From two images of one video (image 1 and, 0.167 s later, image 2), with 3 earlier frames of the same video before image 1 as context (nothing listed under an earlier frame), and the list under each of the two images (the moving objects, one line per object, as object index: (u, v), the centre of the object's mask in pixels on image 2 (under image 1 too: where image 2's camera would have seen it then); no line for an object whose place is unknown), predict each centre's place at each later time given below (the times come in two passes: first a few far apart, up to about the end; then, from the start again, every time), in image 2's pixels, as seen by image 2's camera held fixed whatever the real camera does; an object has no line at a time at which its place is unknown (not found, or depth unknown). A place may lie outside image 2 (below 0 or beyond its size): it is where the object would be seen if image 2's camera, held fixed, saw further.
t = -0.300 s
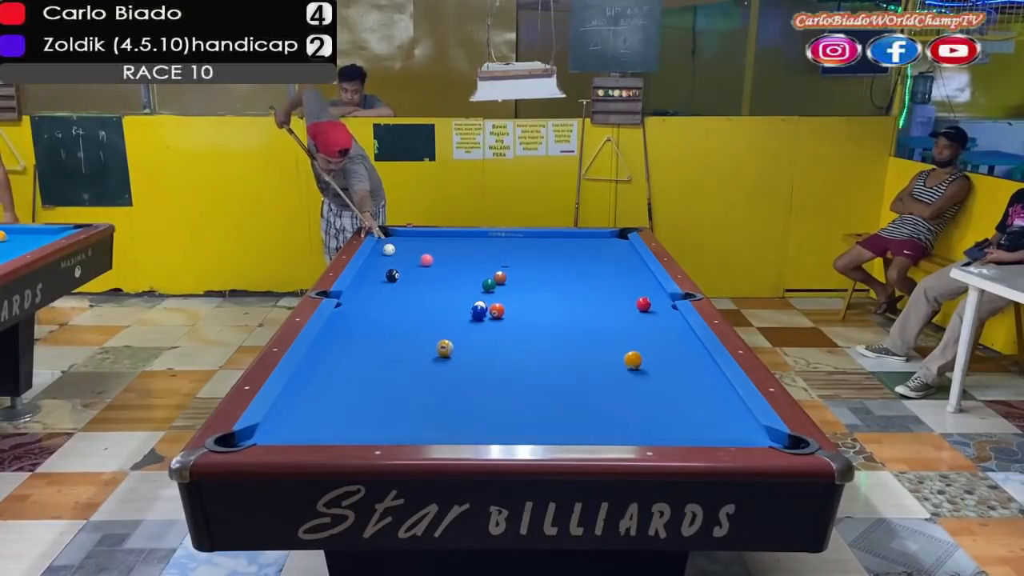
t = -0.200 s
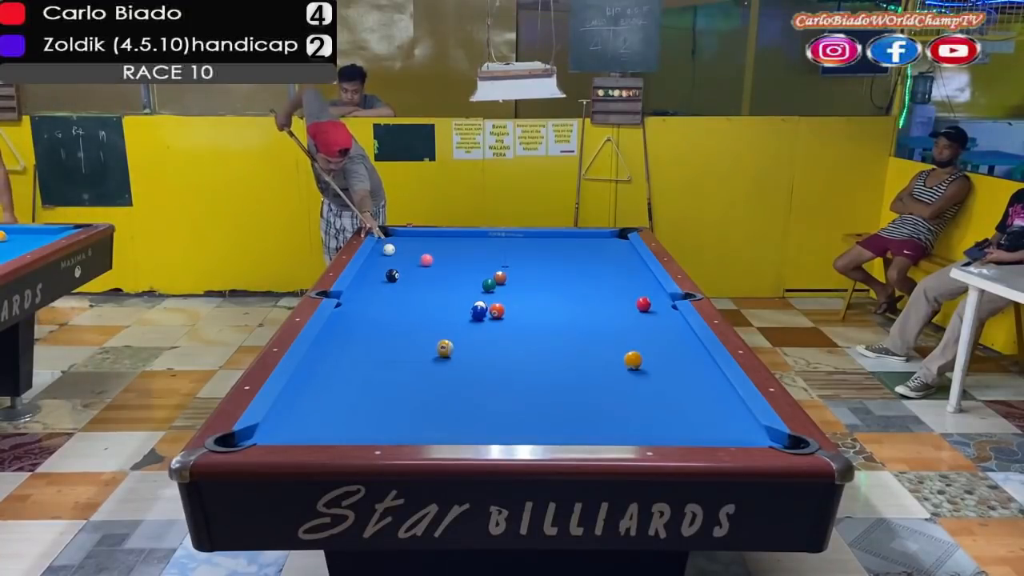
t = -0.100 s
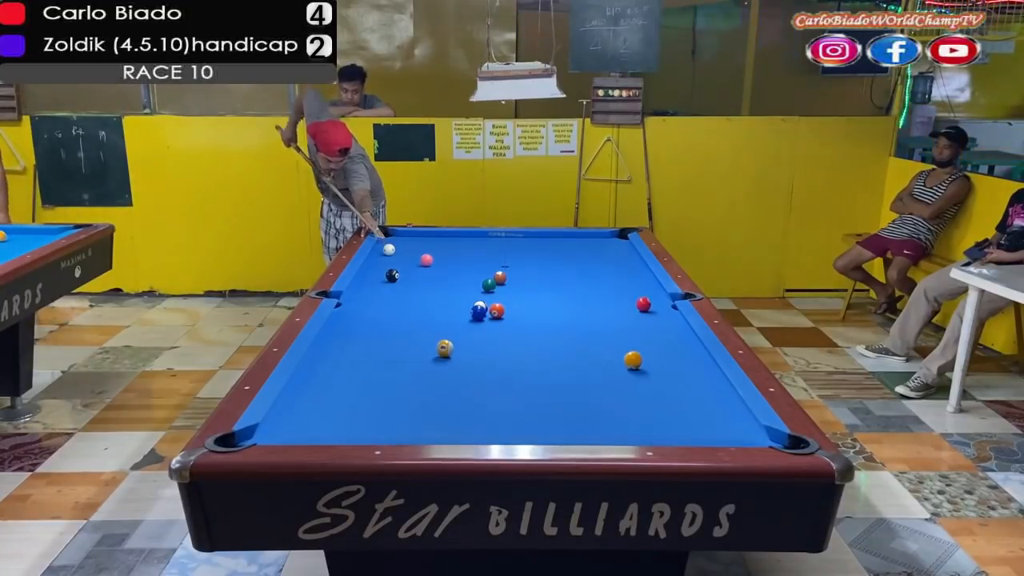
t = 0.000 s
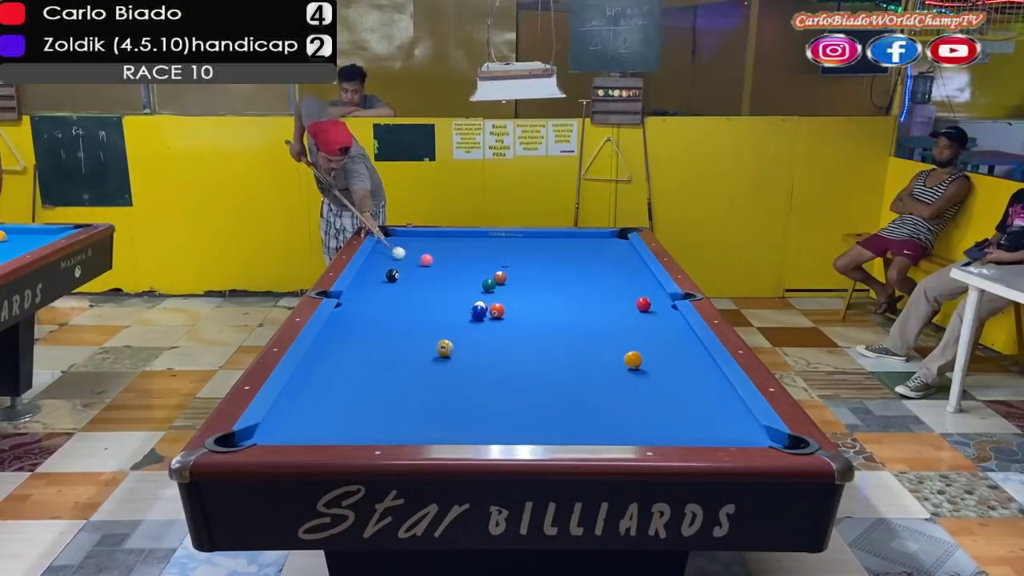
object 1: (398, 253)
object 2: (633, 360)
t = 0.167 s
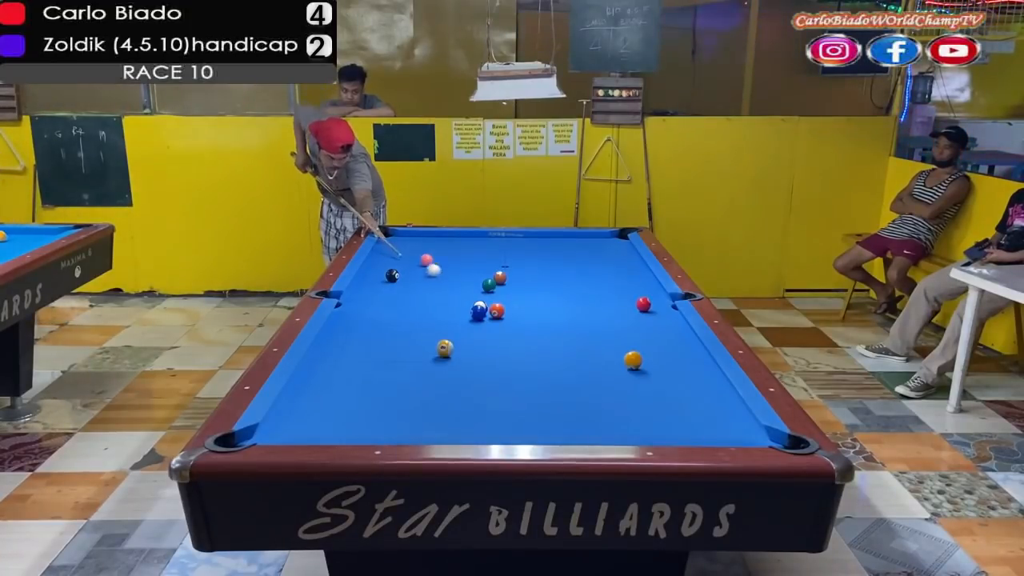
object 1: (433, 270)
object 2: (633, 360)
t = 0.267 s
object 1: (454, 279)
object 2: (633, 360)
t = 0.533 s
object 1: (517, 306)
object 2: (633, 360)
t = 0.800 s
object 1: (594, 338)
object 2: (633, 360)
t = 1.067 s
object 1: (683, 358)
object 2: (637, 379)
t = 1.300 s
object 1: (679, 362)
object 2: (642, 405)
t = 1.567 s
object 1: (643, 364)
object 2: (647, 430)
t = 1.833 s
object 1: (609, 365)
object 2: (635, 415)
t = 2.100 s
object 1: (577, 366)
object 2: (625, 400)
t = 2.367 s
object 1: (547, 368)
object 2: (617, 386)
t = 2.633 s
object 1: (518, 369)
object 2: (610, 374)
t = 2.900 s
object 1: (491, 370)
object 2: (603, 364)
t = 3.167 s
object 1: (466, 371)
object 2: (598, 354)
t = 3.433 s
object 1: (443, 372)
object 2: (593, 347)
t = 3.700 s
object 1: (422, 373)
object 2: (589, 340)
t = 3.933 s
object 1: (405, 374)
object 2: (585, 334)
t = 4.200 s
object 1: (387, 374)
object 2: (582, 329)
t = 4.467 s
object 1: (372, 375)
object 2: (579, 325)
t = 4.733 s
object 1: (359, 375)
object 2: (576, 321)
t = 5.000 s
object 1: (348, 376)
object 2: (573, 317)
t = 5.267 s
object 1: (339, 376)
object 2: (571, 315)
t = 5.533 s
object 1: (332, 376)
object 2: (569, 313)
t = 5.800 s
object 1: (327, 376)
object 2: (568, 311)
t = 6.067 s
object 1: (324, 376)
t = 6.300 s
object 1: (324, 376)
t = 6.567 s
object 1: (324, 376)
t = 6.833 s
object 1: (324, 376)
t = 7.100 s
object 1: (324, 376)
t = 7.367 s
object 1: (324, 376)
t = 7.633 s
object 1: (323, 376)
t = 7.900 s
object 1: (324, 376)
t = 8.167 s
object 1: (324, 376)
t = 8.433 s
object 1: (324, 376)
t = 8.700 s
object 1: (324, 376)
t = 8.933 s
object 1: (324, 376)
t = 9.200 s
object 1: (324, 376)
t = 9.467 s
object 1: (324, 376)
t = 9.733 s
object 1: (324, 376)
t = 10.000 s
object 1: (324, 376)
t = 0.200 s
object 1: (440, 273)
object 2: (633, 360)
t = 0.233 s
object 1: (447, 276)
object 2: (633, 360)
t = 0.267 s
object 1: (454, 279)
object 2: (633, 360)
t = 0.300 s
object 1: (462, 282)
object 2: (633, 360)
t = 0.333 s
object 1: (468, 285)
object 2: (633, 360)
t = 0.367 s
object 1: (476, 289)
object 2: (633, 360)
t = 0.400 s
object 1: (484, 292)
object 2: (633, 360)
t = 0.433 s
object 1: (492, 295)
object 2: (633, 360)
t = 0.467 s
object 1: (500, 297)
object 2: (633, 360)
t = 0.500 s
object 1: (509, 302)
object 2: (633, 360)
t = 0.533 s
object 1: (517, 306)
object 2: (633, 360)
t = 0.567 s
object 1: (526, 310)
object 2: (633, 360)
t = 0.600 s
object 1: (534, 314)
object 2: (633, 360)
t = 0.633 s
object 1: (544, 317)
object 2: (633, 360)
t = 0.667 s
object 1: (553, 321)
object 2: (633, 360)
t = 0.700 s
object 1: (563, 326)
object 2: (633, 360)
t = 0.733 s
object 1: (573, 330)
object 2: (633, 360)
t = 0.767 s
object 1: (583, 334)
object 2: (633, 360)
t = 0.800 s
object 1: (594, 338)
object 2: (633, 360)
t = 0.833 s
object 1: (604, 343)
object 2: (633, 360)
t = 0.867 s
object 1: (615, 348)
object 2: (633, 360)
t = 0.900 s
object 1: (625, 349)
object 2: (633, 360)
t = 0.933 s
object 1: (639, 352)
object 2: (633, 363)
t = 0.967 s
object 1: (649, 354)
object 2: (634, 367)
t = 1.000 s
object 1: (660, 356)
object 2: (635, 371)
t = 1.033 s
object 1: (672, 357)
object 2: (636, 375)
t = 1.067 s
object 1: (683, 358)
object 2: (637, 379)
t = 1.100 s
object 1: (694, 360)
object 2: (637, 383)
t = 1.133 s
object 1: (705, 361)
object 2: (638, 386)
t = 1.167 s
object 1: (701, 362)
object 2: (638, 390)
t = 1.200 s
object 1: (694, 362)
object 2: (639, 394)
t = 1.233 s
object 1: (688, 362)
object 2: (640, 397)
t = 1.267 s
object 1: (683, 362)
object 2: (641, 401)
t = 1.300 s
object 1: (679, 362)
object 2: (642, 405)
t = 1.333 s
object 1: (674, 362)
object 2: (642, 409)
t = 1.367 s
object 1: (669, 363)
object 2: (643, 413)
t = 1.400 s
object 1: (665, 363)
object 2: (644, 418)
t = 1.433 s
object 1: (661, 363)
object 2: (645, 422)
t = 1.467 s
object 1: (656, 363)
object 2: (646, 425)
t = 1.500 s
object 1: (652, 363)
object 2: (646, 428)
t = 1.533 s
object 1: (647, 364)
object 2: (647, 431)
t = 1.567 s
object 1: (643, 364)
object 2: (647, 430)
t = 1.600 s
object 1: (639, 364)
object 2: (645, 429)
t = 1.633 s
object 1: (635, 364)
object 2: (643, 427)
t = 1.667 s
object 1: (630, 364)
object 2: (642, 426)
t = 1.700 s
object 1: (626, 364)
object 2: (640, 424)
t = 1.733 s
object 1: (622, 365)
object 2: (639, 422)
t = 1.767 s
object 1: (617, 365)
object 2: (638, 420)
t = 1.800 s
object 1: (613, 365)
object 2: (636, 418)
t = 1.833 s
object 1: (609, 365)
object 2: (635, 415)
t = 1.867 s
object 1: (605, 365)
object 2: (634, 413)
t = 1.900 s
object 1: (601, 366)
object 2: (632, 411)
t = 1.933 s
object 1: (597, 366)
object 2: (631, 409)
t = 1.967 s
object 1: (593, 366)
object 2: (630, 407)
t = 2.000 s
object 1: (589, 366)
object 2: (629, 405)
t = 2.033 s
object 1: (585, 366)
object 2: (627, 403)
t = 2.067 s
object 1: (581, 366)
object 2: (626, 401)
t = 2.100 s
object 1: (577, 366)
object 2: (625, 400)
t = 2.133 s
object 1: (573, 367)
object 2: (624, 398)
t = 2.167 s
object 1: (569, 367)
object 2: (623, 396)
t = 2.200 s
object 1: (565, 367)
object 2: (622, 394)
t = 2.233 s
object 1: (562, 367)
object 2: (621, 392)
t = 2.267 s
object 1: (558, 367)
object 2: (620, 391)
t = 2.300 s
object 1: (554, 368)
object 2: (619, 389)
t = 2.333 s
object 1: (550, 368)
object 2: (618, 387)
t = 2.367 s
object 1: (547, 368)
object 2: (617, 386)
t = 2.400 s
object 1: (543, 368)
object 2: (616, 384)
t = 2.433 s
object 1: (539, 368)
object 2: (615, 383)
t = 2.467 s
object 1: (536, 369)
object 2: (614, 381)
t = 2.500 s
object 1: (532, 368)
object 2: (613, 380)
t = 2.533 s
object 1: (529, 369)
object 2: (612, 378)
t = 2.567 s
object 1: (525, 369)
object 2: (612, 377)
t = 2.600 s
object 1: (521, 369)
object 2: (611, 376)
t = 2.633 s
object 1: (518, 369)
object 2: (610, 374)
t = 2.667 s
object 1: (515, 369)
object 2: (609, 373)
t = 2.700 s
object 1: (511, 369)
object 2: (608, 371)
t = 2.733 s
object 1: (508, 370)
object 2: (607, 370)
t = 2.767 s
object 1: (504, 370)
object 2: (606, 369)
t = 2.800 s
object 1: (501, 370)
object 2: (606, 367)
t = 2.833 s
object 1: (498, 370)
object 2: (605, 366)
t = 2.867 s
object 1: (495, 370)
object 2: (604, 365)
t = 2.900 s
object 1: (491, 370)
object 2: (603, 364)
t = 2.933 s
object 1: (488, 370)
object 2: (602, 362)
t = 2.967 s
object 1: (485, 370)
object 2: (602, 361)
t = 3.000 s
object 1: (482, 370)
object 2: (601, 360)
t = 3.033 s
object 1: (479, 371)
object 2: (600, 359)
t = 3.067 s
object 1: (475, 371)
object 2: (599, 358)
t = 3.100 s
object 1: (473, 371)
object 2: (599, 357)
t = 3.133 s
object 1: (470, 371)
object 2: (598, 356)
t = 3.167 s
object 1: (466, 371)
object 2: (598, 354)
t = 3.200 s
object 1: (463, 371)
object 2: (597, 353)
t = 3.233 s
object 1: (461, 371)
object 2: (596, 352)
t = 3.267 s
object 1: (457, 372)
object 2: (596, 351)
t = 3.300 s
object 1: (454, 372)
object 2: (595, 350)
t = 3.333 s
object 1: (451, 372)
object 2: (595, 349)
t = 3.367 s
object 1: (449, 372)
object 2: (594, 348)
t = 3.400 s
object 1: (446, 372)
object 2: (593, 348)
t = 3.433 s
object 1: (443, 372)
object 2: (593, 347)
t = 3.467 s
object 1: (441, 372)
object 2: (592, 346)
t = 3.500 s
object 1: (438, 373)
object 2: (592, 345)
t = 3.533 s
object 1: (435, 373)
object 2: (591, 344)
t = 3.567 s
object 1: (432, 373)
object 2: (591, 343)
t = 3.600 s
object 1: (430, 373)
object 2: (590, 342)
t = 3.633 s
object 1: (427, 373)
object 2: (590, 341)
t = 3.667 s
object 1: (425, 373)
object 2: (590, 341)
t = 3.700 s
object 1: (422, 373)
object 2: (589, 340)
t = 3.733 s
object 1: (420, 373)
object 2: (588, 339)
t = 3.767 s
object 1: (417, 373)
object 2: (588, 338)
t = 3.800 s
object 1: (415, 373)
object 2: (587, 337)
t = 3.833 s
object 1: (412, 373)
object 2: (587, 337)
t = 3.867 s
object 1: (410, 374)
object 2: (586, 336)
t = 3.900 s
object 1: (407, 374)
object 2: (586, 335)
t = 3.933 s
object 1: (405, 374)
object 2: (585, 334)
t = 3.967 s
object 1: (403, 374)
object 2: (585, 334)
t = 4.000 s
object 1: (400, 374)
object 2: (584, 333)
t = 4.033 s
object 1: (398, 374)
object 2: (584, 332)
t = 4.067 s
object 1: (396, 374)
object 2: (584, 332)
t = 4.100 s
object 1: (394, 374)
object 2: (583, 331)
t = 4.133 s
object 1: (392, 374)
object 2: (583, 330)
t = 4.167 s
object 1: (390, 375)
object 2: (582, 330)
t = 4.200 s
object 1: (387, 374)
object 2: (582, 329)
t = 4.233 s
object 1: (386, 375)
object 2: (582, 329)
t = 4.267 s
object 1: (384, 375)
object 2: (581, 328)
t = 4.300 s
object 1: (381, 375)
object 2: (581, 327)
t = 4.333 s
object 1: (380, 375)
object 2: (580, 327)
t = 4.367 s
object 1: (378, 375)
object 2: (580, 326)
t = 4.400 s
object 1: (376, 375)
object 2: (579, 326)
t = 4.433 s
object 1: (374, 375)
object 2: (579, 325)
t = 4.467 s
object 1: (372, 375)
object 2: (579, 325)
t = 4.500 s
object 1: (370, 375)
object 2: (578, 324)
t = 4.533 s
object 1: (369, 375)
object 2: (578, 324)
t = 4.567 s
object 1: (367, 375)
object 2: (577, 323)
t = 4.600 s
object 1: (365, 375)
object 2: (577, 323)
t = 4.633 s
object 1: (364, 375)
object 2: (577, 322)
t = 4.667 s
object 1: (362, 375)
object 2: (576, 322)
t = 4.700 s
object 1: (360, 376)
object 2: (576, 322)
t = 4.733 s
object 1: (359, 375)
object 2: (576, 321)
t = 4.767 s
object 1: (357, 376)
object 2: (576, 320)
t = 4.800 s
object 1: (356, 376)
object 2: (575, 320)
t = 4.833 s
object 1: (354, 376)
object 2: (575, 319)
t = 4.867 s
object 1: (353, 376)
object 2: (575, 319)
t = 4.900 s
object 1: (352, 375)
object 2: (574, 319)
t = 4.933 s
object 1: (350, 376)
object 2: (574, 318)
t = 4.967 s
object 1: (349, 376)
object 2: (574, 318)
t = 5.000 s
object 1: (348, 376)
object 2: (573, 317)
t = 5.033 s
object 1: (346, 376)
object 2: (573, 317)
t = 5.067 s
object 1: (345, 376)
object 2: (573, 317)
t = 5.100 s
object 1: (344, 376)
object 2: (573, 316)
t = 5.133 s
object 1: (343, 376)
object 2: (572, 316)
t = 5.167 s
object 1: (342, 376)
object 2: (572, 316)
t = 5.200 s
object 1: (341, 376)
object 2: (572, 315)
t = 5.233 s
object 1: (340, 376)
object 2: (572, 315)
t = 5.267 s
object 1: (339, 376)
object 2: (571, 315)
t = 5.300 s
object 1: (338, 376)
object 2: (571, 315)
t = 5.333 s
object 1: (337, 376)
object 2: (571, 314)
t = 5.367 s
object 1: (336, 376)
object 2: (571, 314)
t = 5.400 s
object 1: (335, 376)
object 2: (571, 314)
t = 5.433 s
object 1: (334, 376)
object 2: (570, 313)
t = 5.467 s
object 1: (333, 376)
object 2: (570, 313)
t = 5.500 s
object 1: (332, 376)
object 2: (570, 313)
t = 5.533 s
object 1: (332, 376)
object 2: (569, 313)
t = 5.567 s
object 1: (331, 376)
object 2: (569, 312)
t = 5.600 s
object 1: (330, 376)
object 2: (569, 312)
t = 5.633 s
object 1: (330, 376)
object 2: (569, 312)
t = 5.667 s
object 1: (329, 376)
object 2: (569, 312)
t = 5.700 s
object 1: (329, 376)
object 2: (569, 311)
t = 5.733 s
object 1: (328, 376)
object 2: (568, 311)
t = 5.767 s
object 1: (328, 376)
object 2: (568, 311)
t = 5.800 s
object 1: (327, 376)
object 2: (568, 311)
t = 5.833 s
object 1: (327, 376)
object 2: (568, 311)
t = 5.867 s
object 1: (326, 376)
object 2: (568, 310)
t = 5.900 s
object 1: (326, 376)
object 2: (568, 310)
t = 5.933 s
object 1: (326, 376)
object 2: (568, 310)
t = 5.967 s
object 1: (325, 376)
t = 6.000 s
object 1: (325, 376)
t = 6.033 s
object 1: (325, 376)
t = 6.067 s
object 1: (324, 376)
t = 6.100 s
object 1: (324, 376)
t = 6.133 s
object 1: (324, 376)
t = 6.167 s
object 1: (324, 376)
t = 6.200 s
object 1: (324, 376)
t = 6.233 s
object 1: (324, 376)
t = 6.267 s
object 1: (324, 376)
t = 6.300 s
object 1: (324, 376)
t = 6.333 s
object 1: (324, 376)
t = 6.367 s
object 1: (324, 376)
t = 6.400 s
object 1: (323, 376)
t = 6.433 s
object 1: (324, 376)
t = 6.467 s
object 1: (324, 376)
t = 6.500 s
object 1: (324, 376)
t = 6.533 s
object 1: (324, 376)
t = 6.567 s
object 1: (324, 376)
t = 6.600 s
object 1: (324, 376)
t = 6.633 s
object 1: (324, 376)
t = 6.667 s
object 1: (324, 376)
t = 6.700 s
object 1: (324, 376)
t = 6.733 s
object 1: (324, 376)
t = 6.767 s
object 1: (324, 376)
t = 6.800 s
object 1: (324, 376)
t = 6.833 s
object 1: (324, 376)
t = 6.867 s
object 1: (324, 376)
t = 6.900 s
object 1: (324, 376)
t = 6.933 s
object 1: (324, 376)
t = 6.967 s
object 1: (324, 376)
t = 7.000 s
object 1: (324, 376)
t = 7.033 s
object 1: (324, 376)
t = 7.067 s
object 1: (324, 376)
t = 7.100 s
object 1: (324, 376)
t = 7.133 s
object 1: (324, 376)
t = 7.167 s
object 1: (324, 376)
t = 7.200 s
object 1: (323, 376)
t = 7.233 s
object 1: (324, 376)
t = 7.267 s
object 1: (324, 376)
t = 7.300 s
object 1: (324, 376)
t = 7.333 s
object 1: (324, 376)
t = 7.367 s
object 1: (324, 376)
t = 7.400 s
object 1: (324, 376)
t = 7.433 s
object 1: (324, 376)
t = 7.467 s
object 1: (324, 376)
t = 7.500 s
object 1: (324, 376)
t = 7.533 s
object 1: (324, 376)
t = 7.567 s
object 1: (323, 376)
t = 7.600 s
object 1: (323, 376)
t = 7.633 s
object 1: (323, 376)
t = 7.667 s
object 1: (323, 376)
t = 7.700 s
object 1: (323, 376)
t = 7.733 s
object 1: (324, 376)
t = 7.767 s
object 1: (324, 376)
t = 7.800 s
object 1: (324, 376)
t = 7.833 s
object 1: (323, 376)
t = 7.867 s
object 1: (324, 376)
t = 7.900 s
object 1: (324, 376)
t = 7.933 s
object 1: (324, 376)
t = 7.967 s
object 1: (324, 376)
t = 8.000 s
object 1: (324, 376)
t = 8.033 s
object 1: (324, 376)
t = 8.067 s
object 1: (324, 376)
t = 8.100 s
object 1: (323, 376)
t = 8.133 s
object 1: (323, 376)
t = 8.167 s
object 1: (324, 376)
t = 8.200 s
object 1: (324, 376)
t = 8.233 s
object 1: (324, 376)
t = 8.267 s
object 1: (324, 376)
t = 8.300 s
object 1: (324, 376)
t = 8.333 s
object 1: (324, 376)
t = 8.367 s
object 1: (324, 376)
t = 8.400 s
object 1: (324, 376)
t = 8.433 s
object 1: (324, 376)
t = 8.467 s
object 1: (324, 376)
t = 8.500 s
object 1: (324, 376)
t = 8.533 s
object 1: (324, 376)
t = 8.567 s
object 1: (324, 376)
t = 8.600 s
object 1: (324, 376)
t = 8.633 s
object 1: (324, 376)
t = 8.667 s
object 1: (324, 376)
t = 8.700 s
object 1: (324, 376)
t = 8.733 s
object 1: (324, 376)
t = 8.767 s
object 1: (324, 376)
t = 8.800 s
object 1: (324, 376)
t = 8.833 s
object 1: (324, 376)
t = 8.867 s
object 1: (324, 376)
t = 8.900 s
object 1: (324, 376)
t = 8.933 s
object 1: (324, 376)
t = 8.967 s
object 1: (324, 376)
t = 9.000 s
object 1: (324, 376)
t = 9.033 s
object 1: (324, 376)
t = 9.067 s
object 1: (324, 376)
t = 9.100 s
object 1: (324, 376)
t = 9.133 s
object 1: (324, 376)
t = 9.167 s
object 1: (324, 376)
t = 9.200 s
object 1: (324, 376)
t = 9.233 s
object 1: (324, 376)
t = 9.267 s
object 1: (324, 376)
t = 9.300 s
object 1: (324, 376)
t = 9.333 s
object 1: (324, 376)
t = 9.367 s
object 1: (324, 376)
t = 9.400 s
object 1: (324, 376)
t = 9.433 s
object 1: (324, 376)
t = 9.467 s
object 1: (324, 376)
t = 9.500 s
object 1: (323, 376)
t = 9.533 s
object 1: (323, 376)
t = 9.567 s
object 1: (324, 376)
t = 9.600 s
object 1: (324, 376)
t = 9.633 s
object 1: (324, 376)
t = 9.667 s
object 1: (324, 376)
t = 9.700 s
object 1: (324, 376)
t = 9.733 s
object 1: (324, 376)
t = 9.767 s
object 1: (324, 376)
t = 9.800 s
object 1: (324, 376)
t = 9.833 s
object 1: (324, 376)
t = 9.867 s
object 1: (324, 376)
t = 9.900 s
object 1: (324, 376)
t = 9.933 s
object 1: (324, 376)
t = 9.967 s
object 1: (324, 376)
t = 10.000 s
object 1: (324, 376)
